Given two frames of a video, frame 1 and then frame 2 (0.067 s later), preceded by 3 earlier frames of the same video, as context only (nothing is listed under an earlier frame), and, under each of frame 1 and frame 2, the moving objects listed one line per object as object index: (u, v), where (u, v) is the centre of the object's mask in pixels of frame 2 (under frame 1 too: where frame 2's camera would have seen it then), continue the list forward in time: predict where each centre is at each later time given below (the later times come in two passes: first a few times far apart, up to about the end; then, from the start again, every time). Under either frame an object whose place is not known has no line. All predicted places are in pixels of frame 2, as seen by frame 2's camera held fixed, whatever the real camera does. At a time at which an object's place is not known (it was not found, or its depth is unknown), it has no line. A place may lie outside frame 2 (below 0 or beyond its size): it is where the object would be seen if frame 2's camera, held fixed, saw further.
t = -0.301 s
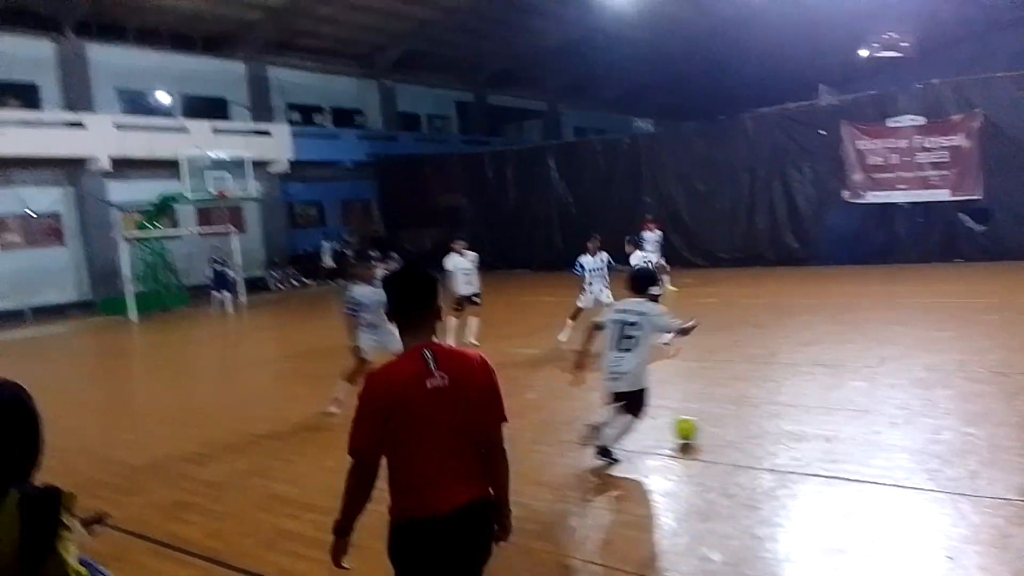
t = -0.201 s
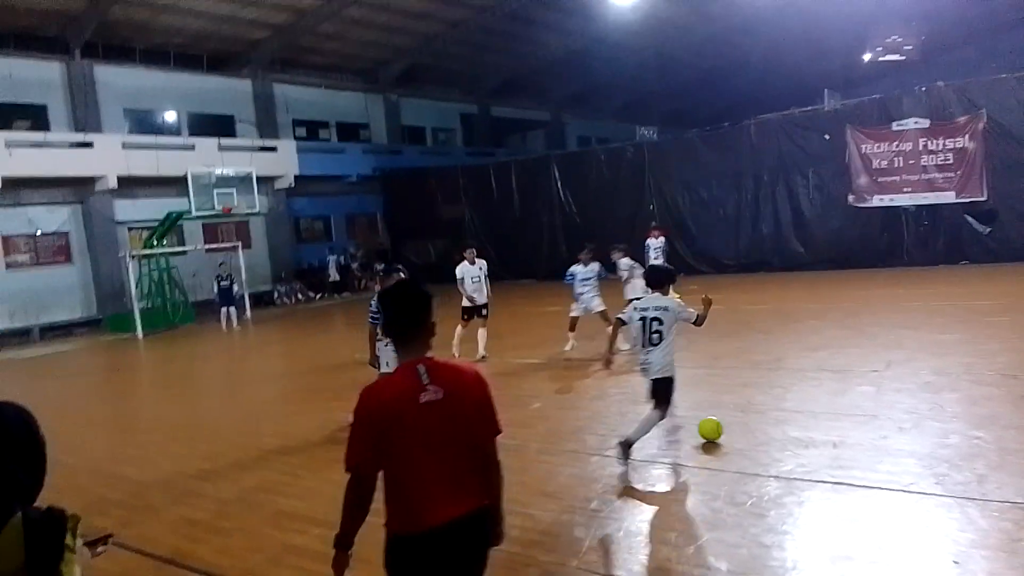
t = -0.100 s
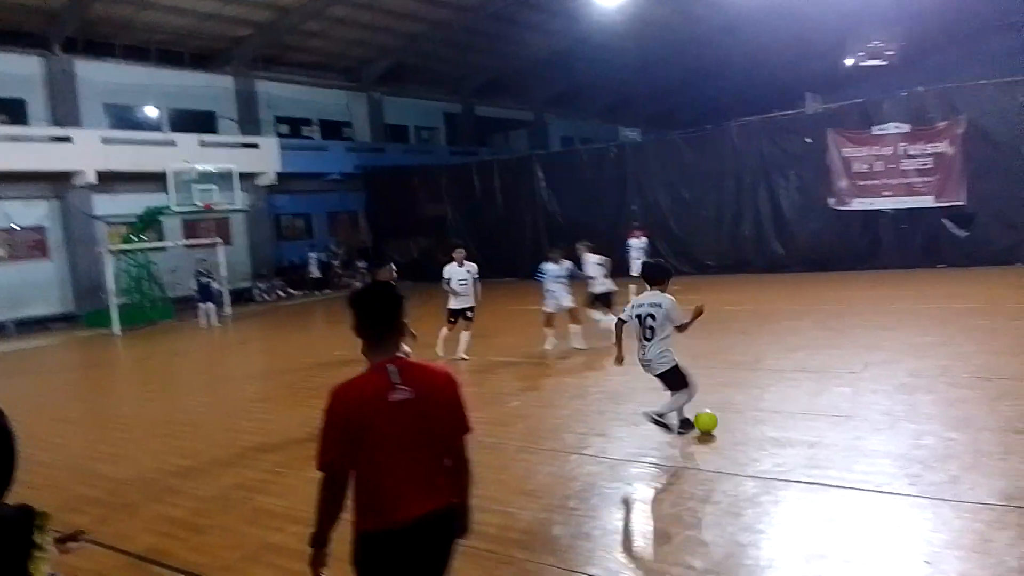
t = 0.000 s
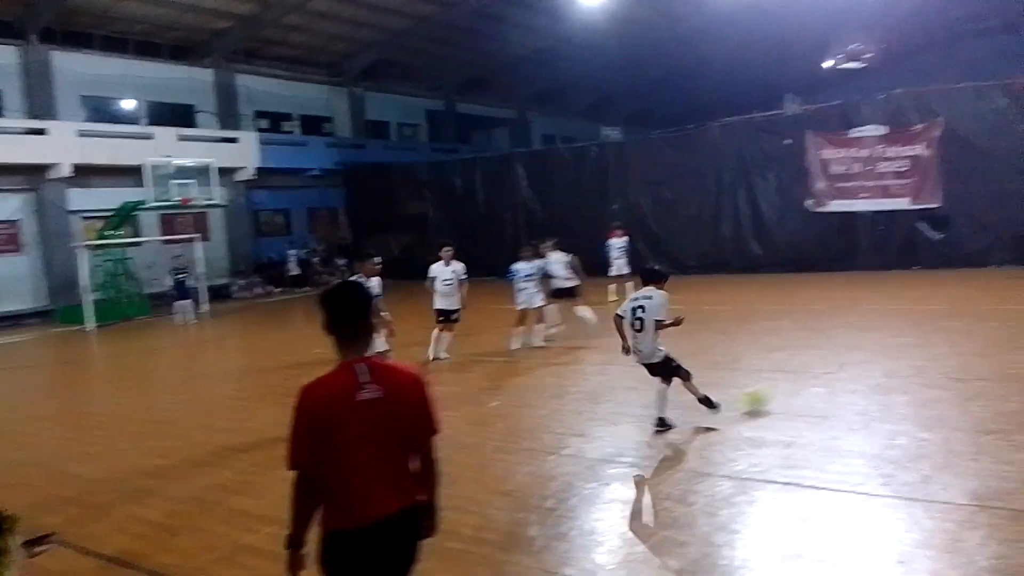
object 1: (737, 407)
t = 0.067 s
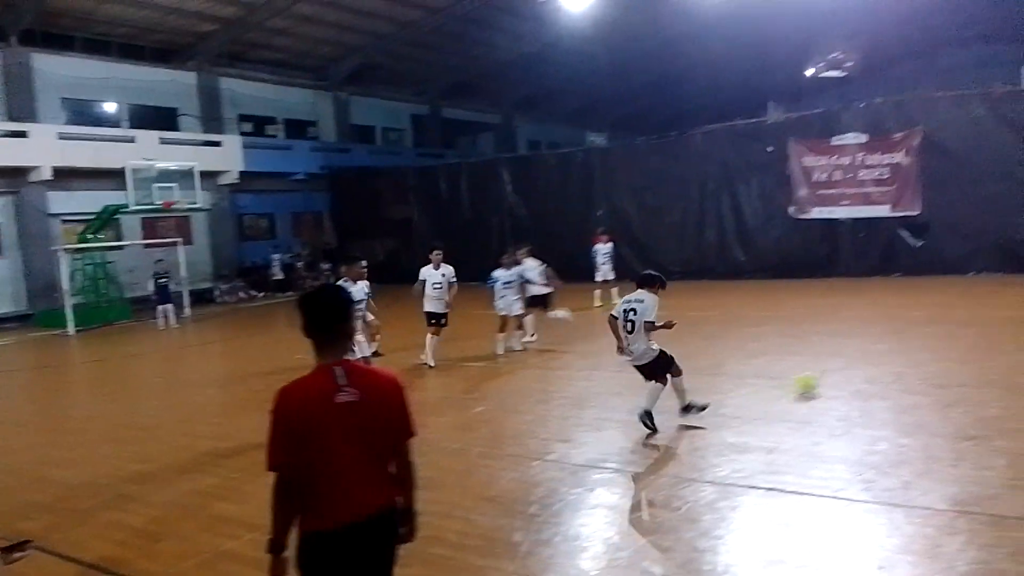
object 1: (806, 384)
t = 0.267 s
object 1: (946, 336)
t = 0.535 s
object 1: (1056, 304)
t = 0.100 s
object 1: (834, 374)
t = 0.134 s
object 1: (860, 366)
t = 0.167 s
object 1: (883, 359)
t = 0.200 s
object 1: (906, 350)
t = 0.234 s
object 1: (927, 342)
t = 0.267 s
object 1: (946, 336)
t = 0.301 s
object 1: (964, 333)
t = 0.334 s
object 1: (980, 328)
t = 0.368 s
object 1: (994, 322)
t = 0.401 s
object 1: (1008, 317)
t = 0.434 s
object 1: (1022, 313)
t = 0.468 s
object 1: (1034, 311)
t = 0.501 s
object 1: (1045, 309)
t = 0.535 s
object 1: (1056, 304)
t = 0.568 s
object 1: (1065, 300)
